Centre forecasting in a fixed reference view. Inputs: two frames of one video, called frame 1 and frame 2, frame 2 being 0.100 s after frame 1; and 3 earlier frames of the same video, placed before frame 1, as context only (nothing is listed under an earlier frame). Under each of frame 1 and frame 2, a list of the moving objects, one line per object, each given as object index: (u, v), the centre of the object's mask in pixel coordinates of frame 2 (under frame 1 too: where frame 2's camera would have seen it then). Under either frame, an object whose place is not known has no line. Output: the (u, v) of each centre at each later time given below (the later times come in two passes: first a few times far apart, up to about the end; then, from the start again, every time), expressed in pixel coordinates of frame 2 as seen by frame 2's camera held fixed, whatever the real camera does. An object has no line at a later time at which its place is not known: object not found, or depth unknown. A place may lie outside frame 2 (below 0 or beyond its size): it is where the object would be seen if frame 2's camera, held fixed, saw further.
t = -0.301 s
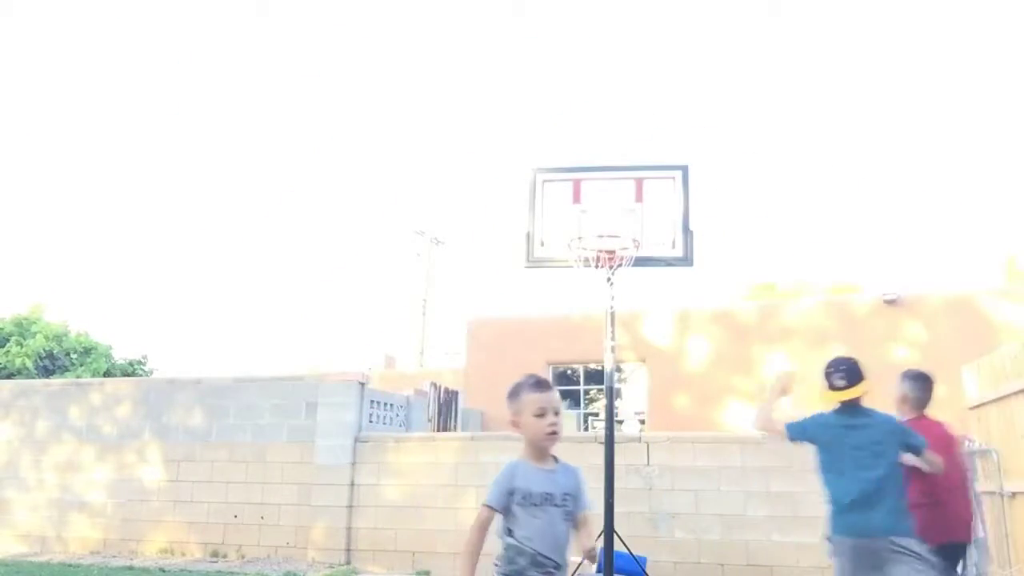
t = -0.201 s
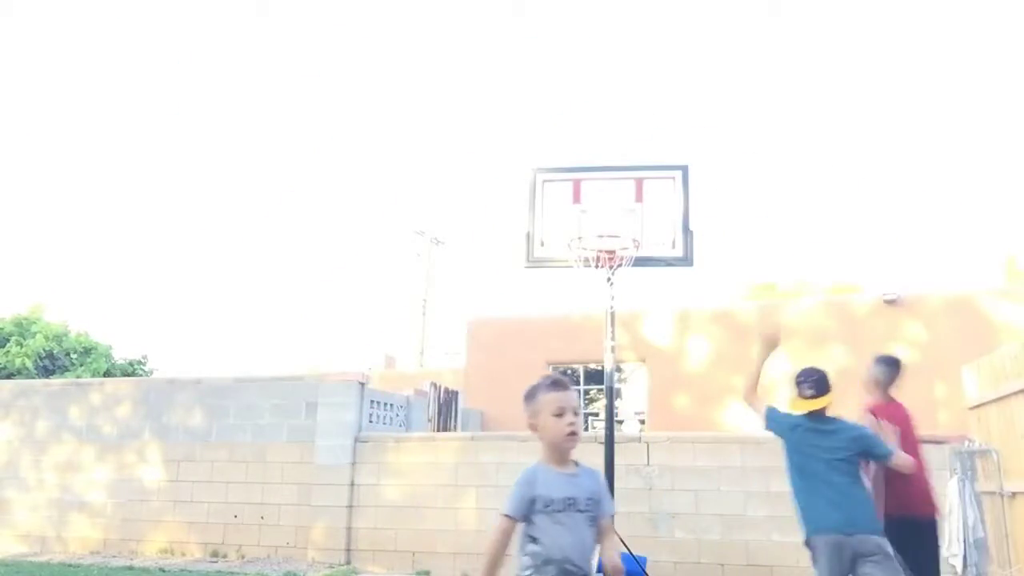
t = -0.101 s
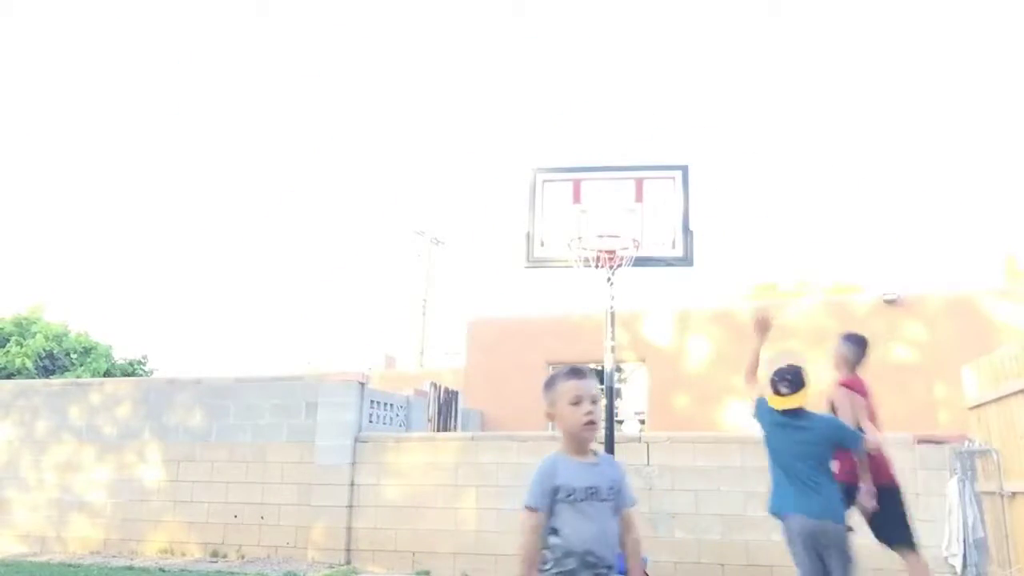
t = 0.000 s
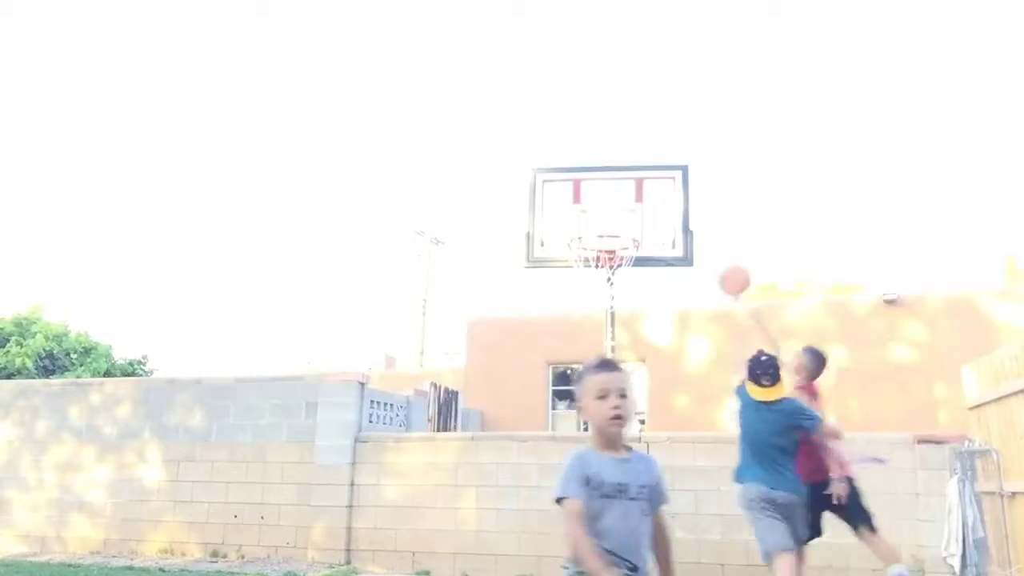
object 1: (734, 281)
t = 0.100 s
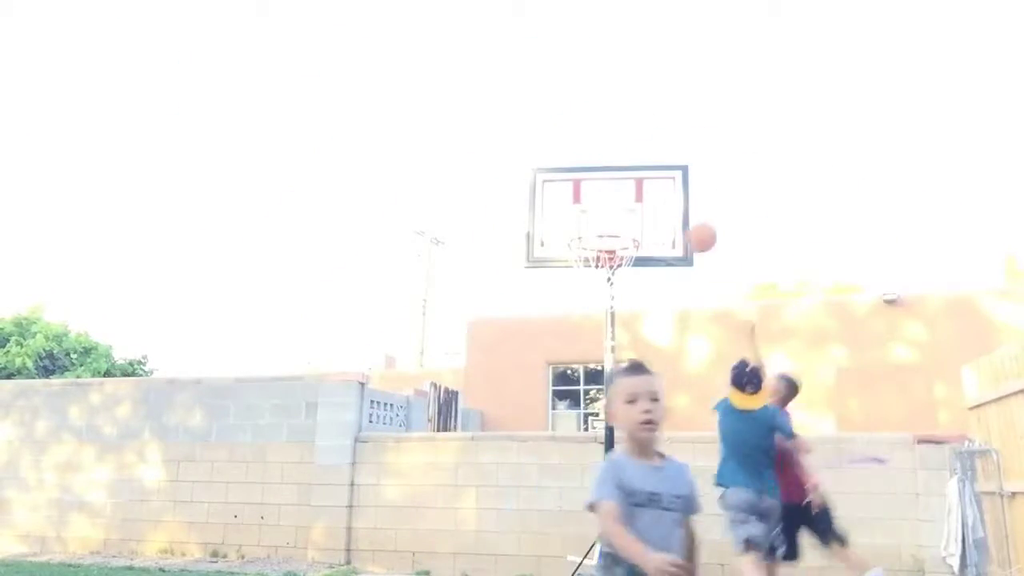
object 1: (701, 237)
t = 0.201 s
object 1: (675, 213)
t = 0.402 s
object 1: (628, 199)
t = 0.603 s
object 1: (592, 220)
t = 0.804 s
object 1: (617, 255)
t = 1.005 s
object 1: (639, 274)
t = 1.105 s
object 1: (630, 289)
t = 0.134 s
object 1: (691, 227)
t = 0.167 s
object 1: (683, 219)
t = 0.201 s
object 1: (675, 213)
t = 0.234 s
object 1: (663, 208)
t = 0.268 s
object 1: (654, 205)
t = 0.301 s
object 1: (646, 204)
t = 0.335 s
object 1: (638, 203)
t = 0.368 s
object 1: (632, 201)
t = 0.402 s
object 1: (628, 199)
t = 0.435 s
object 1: (621, 199)
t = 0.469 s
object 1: (616, 200)
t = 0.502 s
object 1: (610, 203)
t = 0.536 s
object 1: (604, 207)
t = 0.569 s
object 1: (598, 213)
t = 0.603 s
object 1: (592, 220)
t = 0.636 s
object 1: (586, 228)
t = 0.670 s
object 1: (584, 235)
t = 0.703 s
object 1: (592, 238)
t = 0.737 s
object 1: (601, 245)
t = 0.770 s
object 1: (608, 251)
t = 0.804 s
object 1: (617, 255)
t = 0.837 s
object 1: (625, 263)
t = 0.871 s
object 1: (632, 266)
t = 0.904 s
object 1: (636, 270)
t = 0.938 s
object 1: (640, 271)
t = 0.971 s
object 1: (640, 271)
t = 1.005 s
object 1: (639, 274)
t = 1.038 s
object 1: (636, 277)
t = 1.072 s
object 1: (633, 282)
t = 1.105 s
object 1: (630, 289)
